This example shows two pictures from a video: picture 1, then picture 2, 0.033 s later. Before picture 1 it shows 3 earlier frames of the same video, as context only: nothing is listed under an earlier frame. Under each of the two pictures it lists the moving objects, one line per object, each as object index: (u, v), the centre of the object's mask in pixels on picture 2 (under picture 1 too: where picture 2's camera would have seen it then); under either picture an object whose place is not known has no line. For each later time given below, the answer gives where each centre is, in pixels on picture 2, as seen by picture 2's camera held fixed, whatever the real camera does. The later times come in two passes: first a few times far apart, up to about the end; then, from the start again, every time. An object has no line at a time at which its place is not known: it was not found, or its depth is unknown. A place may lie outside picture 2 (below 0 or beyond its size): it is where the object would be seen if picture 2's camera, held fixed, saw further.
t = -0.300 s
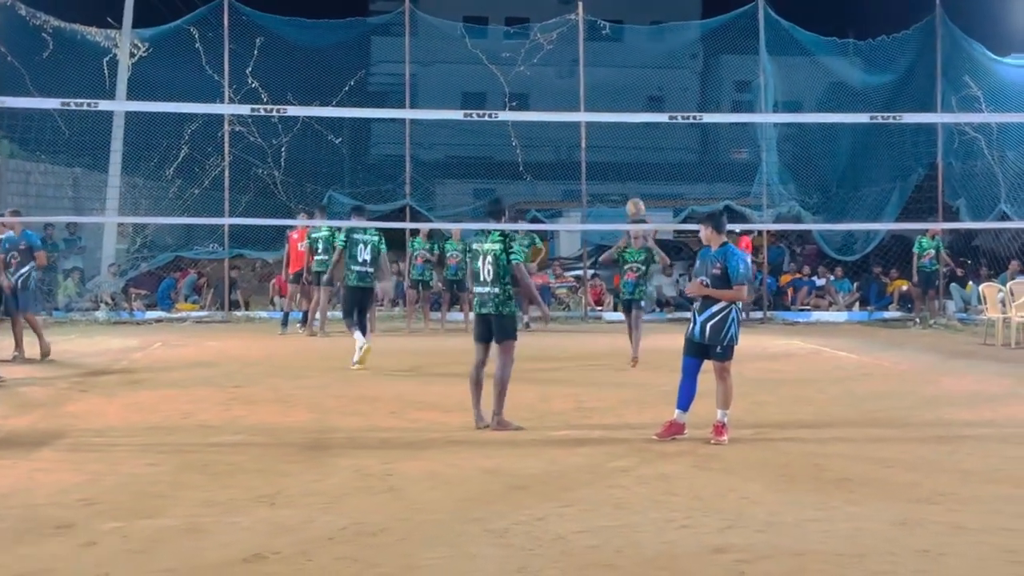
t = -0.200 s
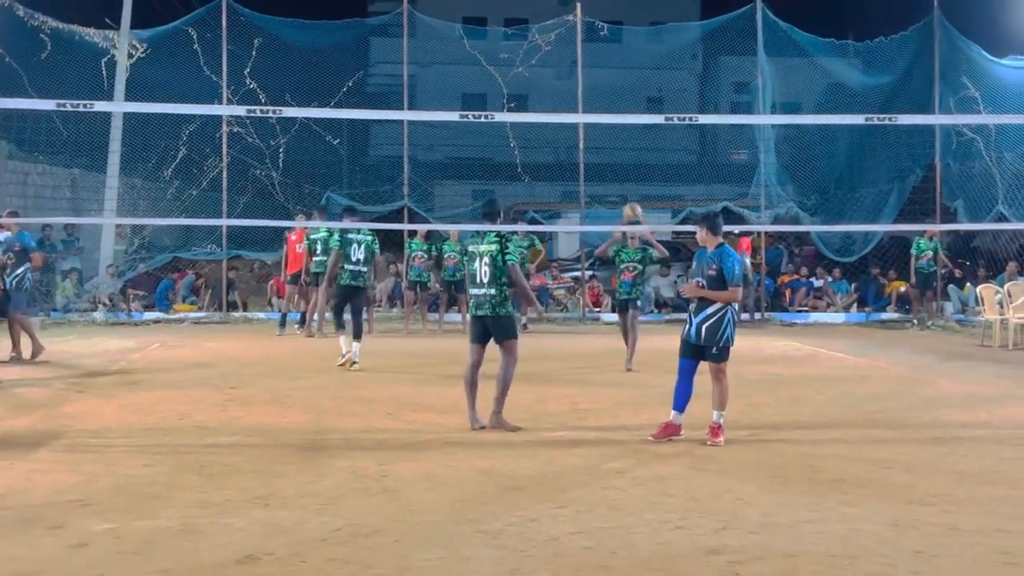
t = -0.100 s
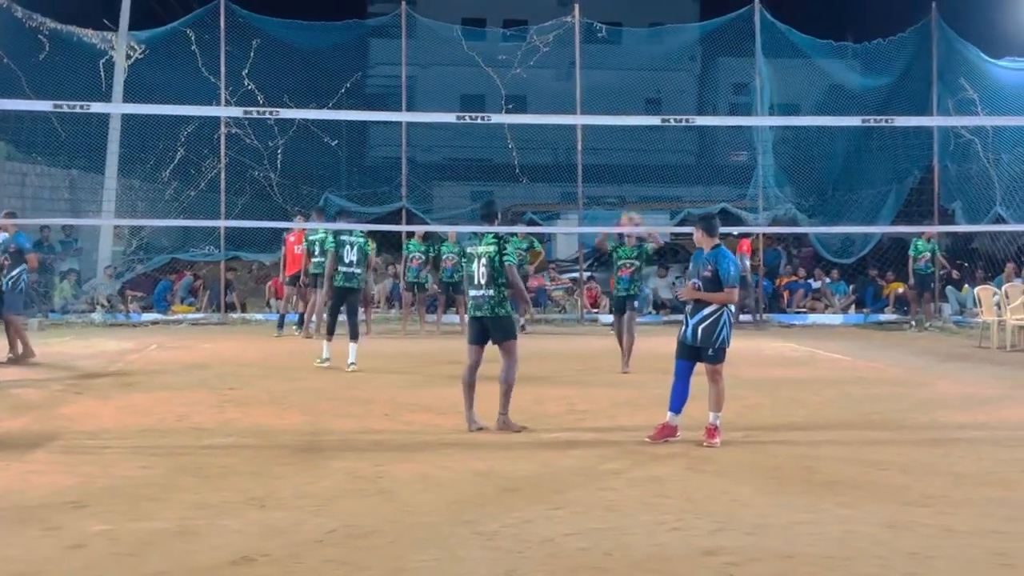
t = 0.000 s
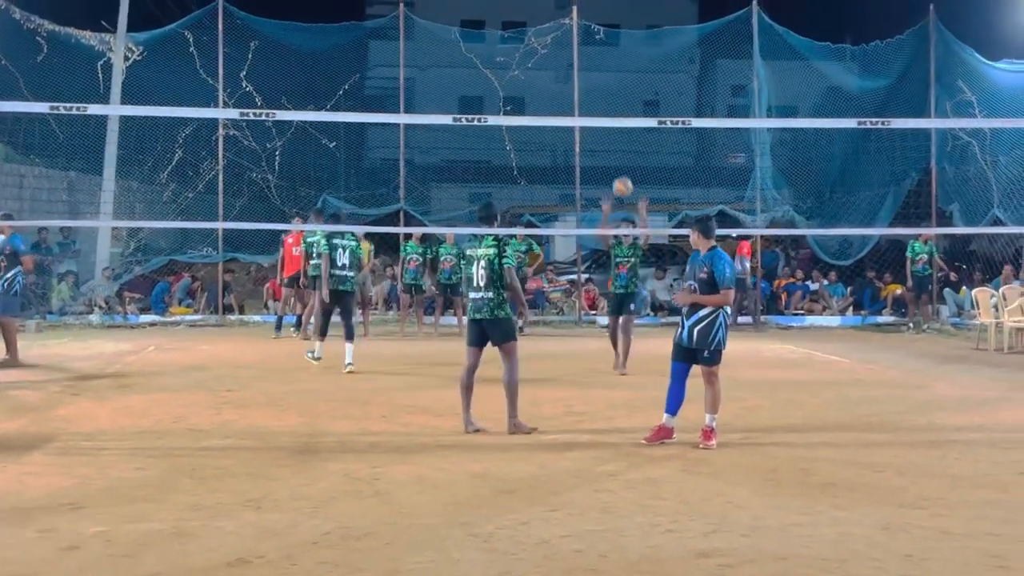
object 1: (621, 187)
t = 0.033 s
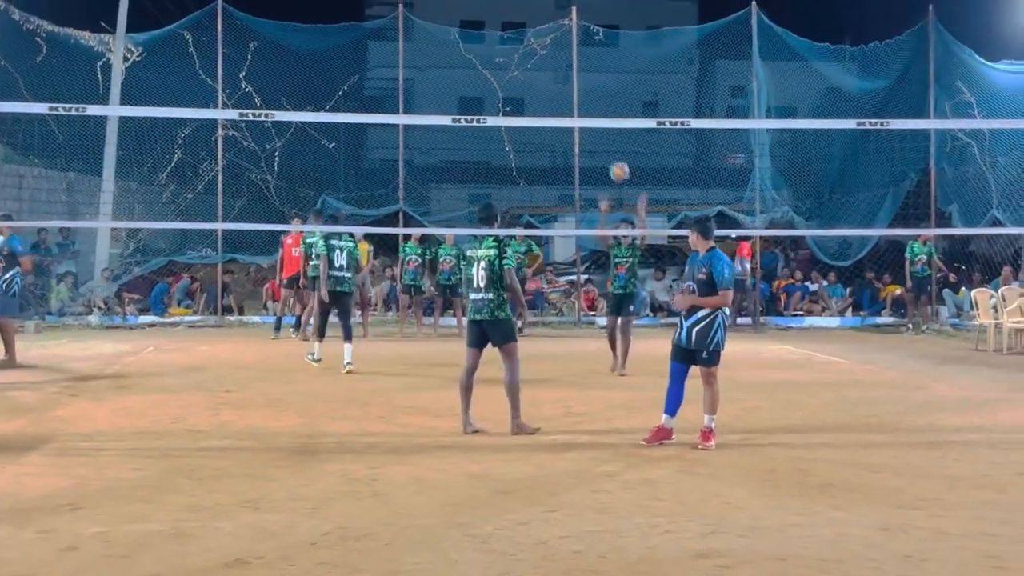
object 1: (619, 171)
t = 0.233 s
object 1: (605, 94)
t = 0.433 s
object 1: (588, 47)
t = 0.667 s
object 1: (563, 41)
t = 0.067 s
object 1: (617, 156)
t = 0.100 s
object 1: (615, 142)
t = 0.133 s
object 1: (612, 133)
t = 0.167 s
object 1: (610, 113)
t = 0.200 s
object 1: (607, 105)
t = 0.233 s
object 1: (605, 94)
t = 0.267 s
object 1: (602, 83)
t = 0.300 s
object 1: (600, 74)
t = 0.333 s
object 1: (597, 65)
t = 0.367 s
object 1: (594, 58)
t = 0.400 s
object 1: (591, 52)
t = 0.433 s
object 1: (588, 47)
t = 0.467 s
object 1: (586, 44)
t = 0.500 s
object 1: (581, 39)
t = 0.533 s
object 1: (578, 37)
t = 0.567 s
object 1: (574, 36)
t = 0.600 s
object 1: (571, 36)
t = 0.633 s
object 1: (567, 38)
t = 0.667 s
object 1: (563, 41)
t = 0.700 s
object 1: (559, 45)
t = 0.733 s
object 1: (557, 50)
